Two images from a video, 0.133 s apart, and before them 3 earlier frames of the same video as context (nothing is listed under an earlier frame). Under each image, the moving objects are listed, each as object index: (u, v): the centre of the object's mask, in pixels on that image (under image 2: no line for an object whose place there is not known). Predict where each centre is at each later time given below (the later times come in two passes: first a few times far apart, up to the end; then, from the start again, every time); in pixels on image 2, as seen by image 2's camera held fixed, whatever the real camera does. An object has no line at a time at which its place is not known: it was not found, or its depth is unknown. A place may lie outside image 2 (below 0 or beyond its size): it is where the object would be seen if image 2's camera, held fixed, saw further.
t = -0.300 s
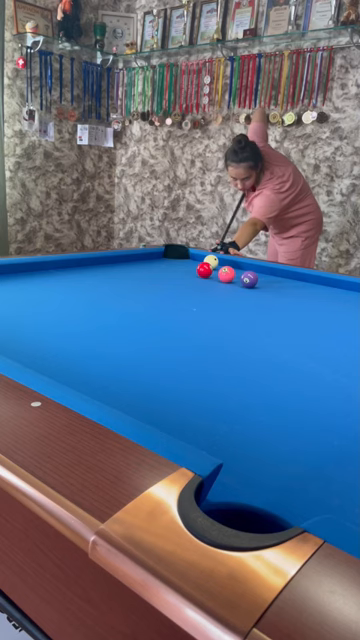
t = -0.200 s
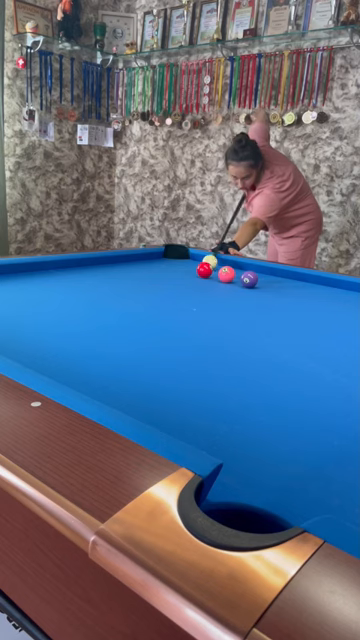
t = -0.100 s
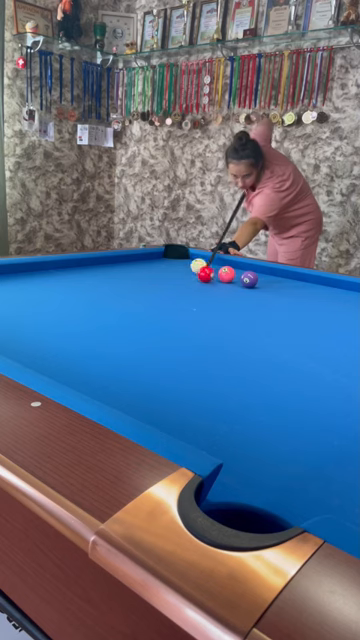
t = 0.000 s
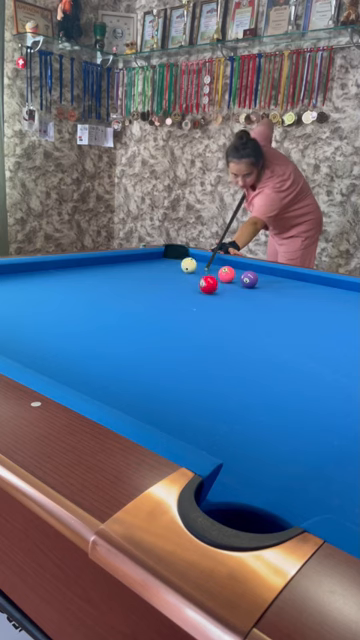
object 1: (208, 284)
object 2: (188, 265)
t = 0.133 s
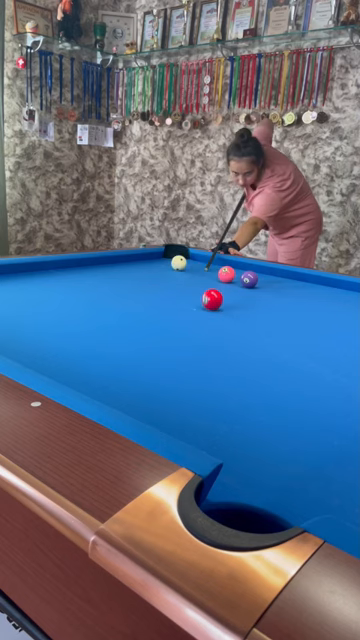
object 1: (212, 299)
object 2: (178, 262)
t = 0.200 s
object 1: (214, 308)
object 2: (174, 261)
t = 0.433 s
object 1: (225, 351)
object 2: (158, 258)
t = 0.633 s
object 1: (243, 417)
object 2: (146, 255)
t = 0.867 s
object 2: (158, 256)
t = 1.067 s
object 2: (168, 257)
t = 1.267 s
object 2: (177, 258)
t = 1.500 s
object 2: (187, 259)
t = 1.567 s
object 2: (190, 259)
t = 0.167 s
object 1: (213, 304)
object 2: (176, 262)
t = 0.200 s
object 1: (214, 308)
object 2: (174, 261)
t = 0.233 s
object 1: (215, 313)
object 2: (171, 261)
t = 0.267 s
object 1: (217, 318)
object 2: (169, 260)
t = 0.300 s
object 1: (218, 324)
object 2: (167, 260)
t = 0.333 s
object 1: (220, 329)
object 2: (164, 259)
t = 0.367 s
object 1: (221, 336)
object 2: (162, 259)
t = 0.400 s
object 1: (223, 343)
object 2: (160, 258)
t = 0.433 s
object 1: (225, 351)
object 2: (158, 258)
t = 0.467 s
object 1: (228, 359)
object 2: (156, 257)
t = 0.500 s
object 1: (230, 368)
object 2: (154, 257)
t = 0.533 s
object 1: (233, 379)
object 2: (152, 256)
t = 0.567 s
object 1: (236, 390)
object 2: (150, 256)
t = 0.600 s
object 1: (239, 403)
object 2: (148, 255)
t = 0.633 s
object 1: (243, 417)
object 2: (146, 255)
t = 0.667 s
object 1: (247, 433)
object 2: (147, 255)
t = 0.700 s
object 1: (252, 452)
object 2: (149, 255)
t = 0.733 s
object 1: (257, 473)
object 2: (151, 255)
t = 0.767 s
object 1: (264, 499)
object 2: (152, 256)
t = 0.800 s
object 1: (267, 521)
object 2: (154, 256)
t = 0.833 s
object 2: (156, 256)
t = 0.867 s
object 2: (158, 256)
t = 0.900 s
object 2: (159, 256)
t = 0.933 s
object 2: (161, 256)
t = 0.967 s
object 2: (163, 257)
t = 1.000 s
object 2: (165, 257)
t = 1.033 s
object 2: (166, 257)
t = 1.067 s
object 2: (168, 257)
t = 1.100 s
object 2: (169, 257)
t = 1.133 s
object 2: (171, 257)
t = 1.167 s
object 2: (173, 257)
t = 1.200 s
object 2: (174, 258)
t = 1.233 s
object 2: (176, 258)
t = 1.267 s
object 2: (177, 258)
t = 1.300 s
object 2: (179, 258)
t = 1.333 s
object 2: (180, 258)
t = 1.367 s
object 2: (182, 258)
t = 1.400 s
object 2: (183, 258)
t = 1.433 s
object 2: (184, 259)
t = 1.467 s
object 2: (186, 259)
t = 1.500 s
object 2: (187, 259)
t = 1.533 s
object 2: (188, 259)
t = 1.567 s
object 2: (190, 259)
